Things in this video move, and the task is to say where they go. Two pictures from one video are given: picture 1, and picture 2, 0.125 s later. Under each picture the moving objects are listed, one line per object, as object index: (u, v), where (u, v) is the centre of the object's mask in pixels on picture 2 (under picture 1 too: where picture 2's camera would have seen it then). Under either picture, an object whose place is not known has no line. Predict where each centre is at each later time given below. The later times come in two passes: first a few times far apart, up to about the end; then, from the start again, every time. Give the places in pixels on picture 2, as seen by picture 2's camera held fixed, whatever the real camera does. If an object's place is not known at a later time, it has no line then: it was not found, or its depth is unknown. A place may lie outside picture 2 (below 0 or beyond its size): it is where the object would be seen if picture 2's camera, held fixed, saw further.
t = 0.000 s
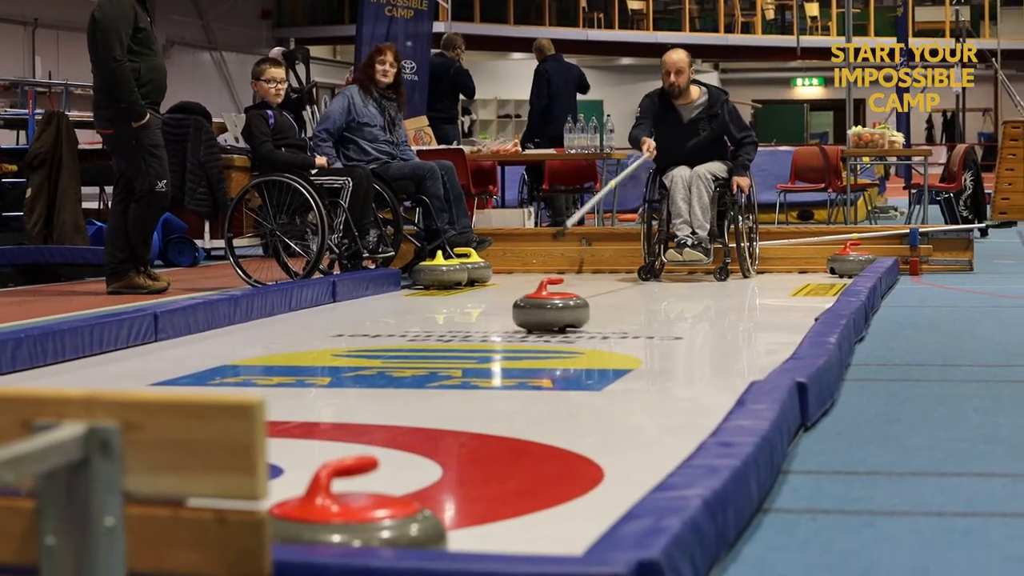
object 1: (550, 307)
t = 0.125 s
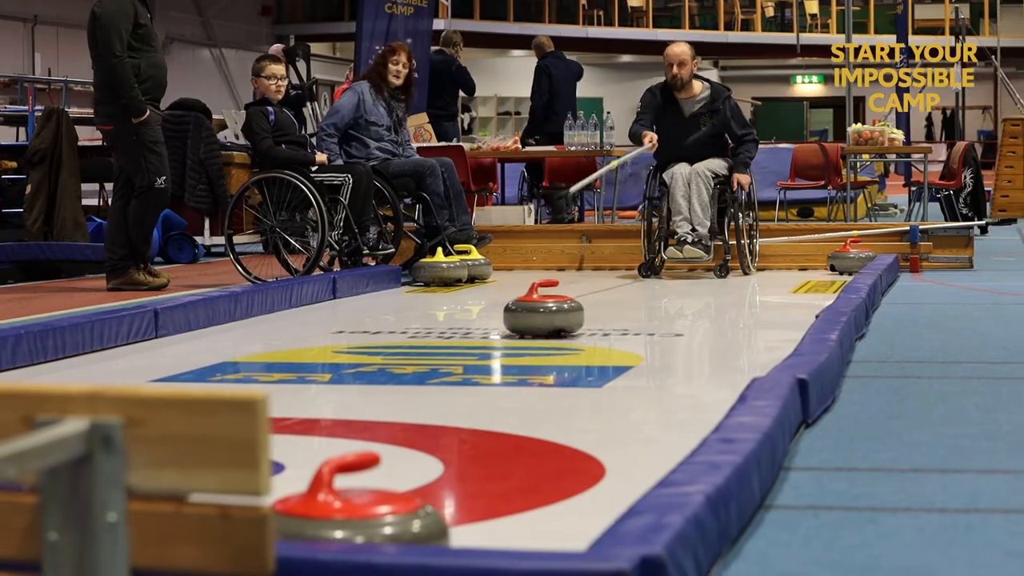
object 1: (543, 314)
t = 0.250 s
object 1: (534, 322)
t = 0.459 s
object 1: (518, 335)
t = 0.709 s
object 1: (497, 351)
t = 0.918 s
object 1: (481, 364)
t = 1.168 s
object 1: (471, 371)
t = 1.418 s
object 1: (462, 377)
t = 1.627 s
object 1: (454, 384)
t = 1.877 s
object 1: (447, 389)
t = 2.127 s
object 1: (440, 394)
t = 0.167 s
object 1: (539, 317)
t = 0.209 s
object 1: (537, 319)
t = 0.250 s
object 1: (534, 322)
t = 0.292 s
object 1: (530, 325)
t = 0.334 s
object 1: (527, 328)
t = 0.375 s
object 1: (525, 330)
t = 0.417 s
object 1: (521, 333)
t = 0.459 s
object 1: (518, 335)
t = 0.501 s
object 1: (515, 337)
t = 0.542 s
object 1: (511, 341)
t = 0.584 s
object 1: (508, 343)
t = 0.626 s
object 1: (505, 347)
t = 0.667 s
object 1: (501, 349)
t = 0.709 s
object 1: (497, 351)
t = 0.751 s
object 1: (495, 353)
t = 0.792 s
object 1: (490, 358)
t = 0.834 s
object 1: (487, 359)
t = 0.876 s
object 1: (484, 362)
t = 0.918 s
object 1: (481, 364)
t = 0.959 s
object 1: (479, 365)
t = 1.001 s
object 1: (478, 366)
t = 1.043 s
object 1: (476, 367)
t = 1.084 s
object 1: (475, 368)
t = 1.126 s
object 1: (473, 370)
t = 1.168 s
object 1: (471, 371)
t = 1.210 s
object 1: (470, 372)
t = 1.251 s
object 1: (468, 373)
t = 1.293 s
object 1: (467, 374)
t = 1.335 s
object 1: (465, 375)
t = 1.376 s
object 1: (464, 376)
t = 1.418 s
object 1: (462, 377)
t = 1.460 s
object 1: (461, 378)
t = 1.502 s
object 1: (459, 379)
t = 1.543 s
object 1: (458, 381)
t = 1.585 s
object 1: (455, 383)
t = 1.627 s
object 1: (454, 384)
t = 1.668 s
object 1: (453, 385)
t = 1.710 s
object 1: (452, 386)
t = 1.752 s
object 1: (450, 387)
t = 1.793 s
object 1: (449, 387)
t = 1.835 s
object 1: (448, 388)
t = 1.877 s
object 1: (447, 389)
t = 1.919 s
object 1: (446, 390)
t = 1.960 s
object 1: (444, 391)
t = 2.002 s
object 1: (443, 392)
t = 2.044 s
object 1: (442, 393)
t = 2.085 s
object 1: (441, 394)
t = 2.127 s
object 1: (440, 394)
